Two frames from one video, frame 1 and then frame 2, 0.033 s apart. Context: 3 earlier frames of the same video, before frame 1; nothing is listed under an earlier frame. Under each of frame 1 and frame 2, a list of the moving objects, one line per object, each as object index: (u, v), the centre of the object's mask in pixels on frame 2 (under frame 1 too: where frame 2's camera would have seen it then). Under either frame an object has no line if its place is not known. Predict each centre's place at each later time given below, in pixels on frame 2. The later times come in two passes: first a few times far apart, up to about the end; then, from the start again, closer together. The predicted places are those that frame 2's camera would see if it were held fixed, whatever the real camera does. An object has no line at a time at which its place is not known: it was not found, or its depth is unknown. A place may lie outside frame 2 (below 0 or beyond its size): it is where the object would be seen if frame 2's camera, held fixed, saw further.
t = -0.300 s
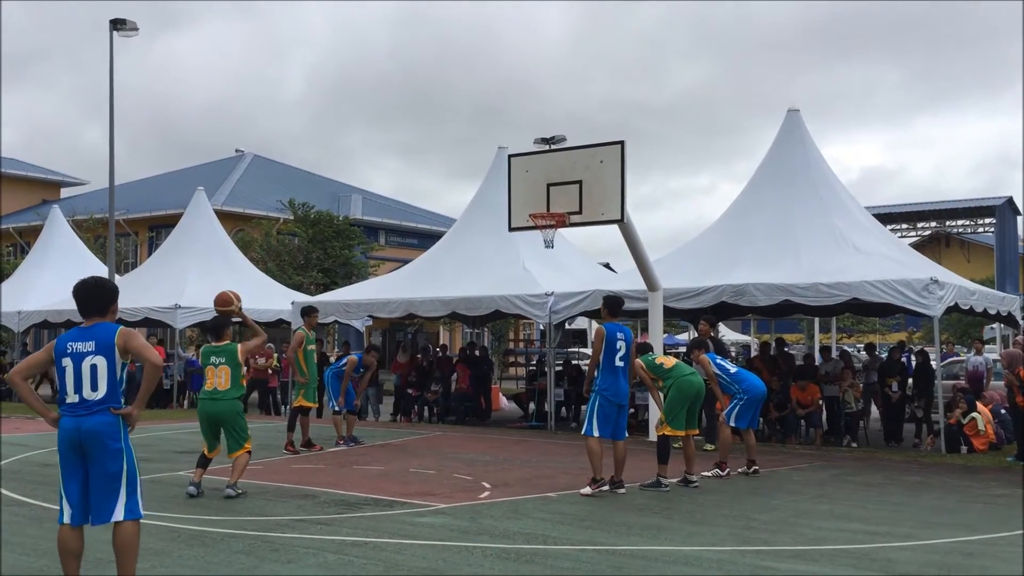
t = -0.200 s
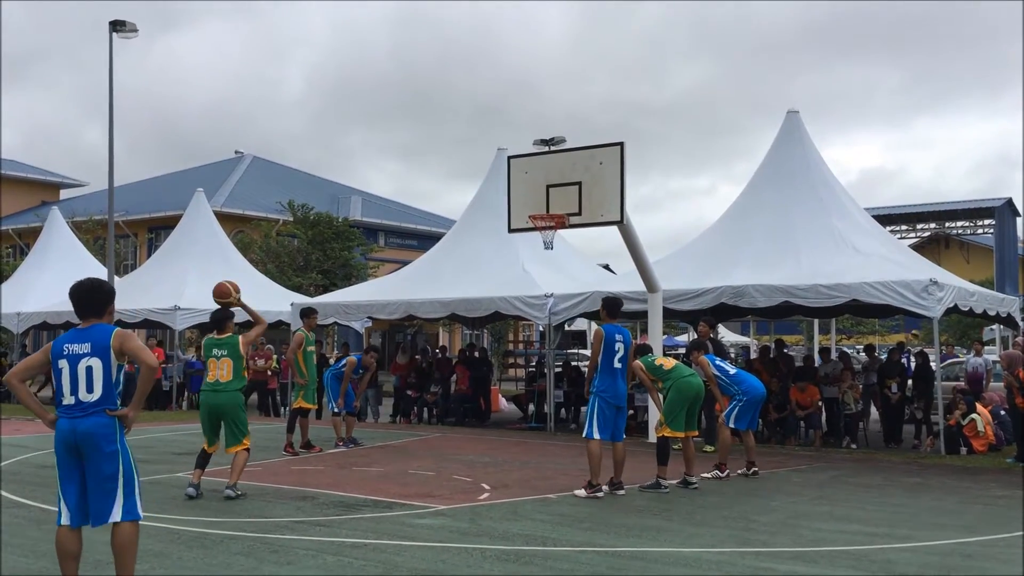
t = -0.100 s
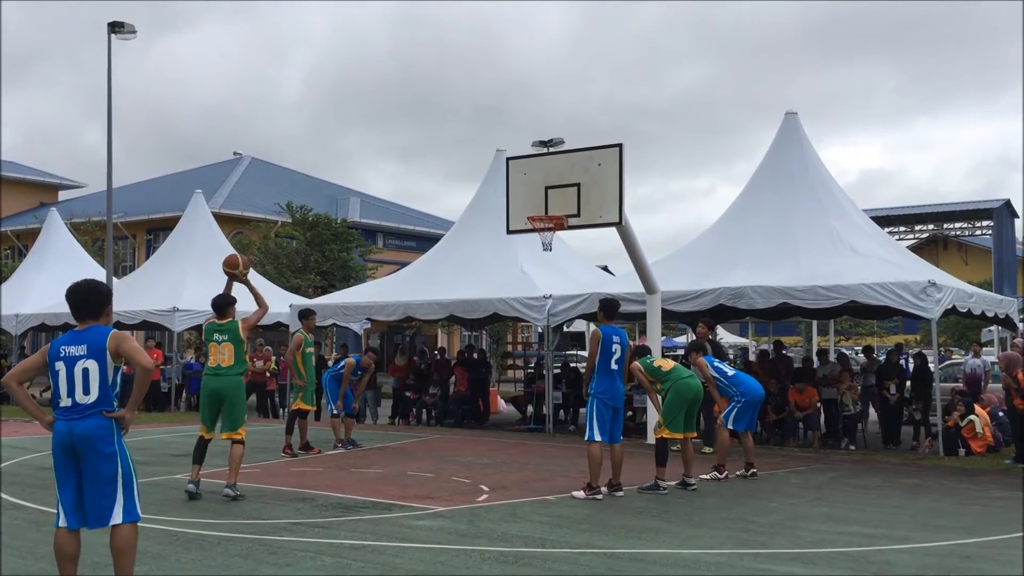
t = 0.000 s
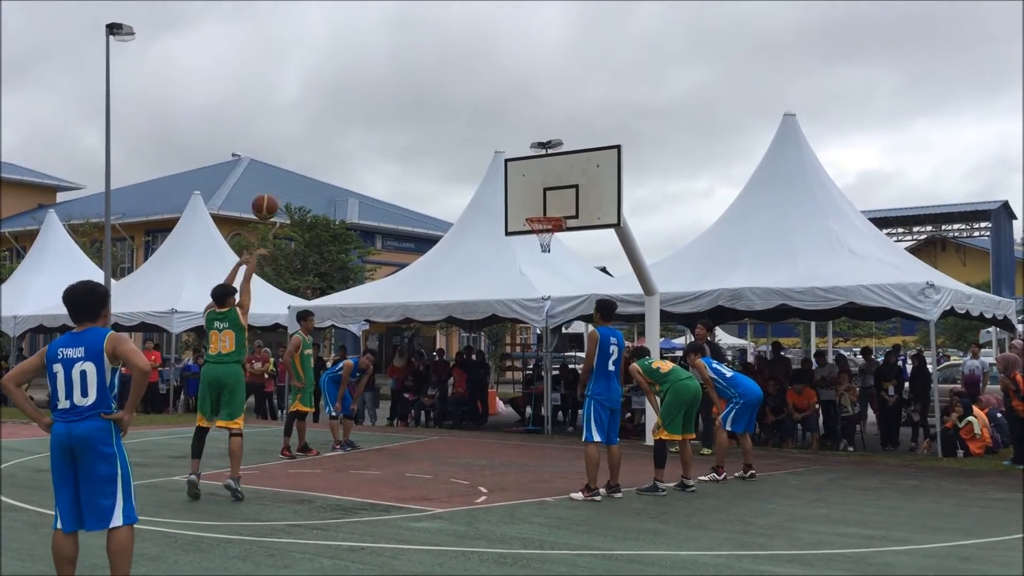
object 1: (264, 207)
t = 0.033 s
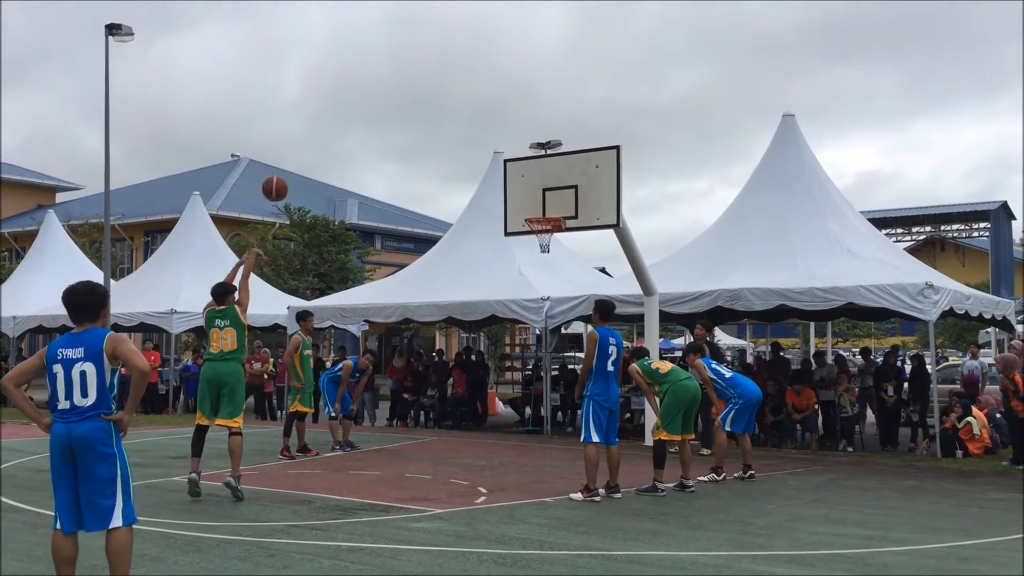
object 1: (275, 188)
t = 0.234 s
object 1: (334, 108)
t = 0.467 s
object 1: (394, 71)
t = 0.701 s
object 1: (445, 84)
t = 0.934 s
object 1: (489, 137)
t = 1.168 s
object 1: (522, 208)
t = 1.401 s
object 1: (508, 185)
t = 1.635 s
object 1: (484, 188)
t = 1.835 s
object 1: (462, 221)
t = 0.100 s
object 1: (296, 156)
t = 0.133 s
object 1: (306, 142)
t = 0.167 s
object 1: (316, 129)
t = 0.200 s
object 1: (325, 118)
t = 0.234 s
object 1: (334, 108)
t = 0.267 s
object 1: (344, 99)
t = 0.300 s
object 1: (352, 92)
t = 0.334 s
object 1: (361, 85)
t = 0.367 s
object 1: (370, 80)
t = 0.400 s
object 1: (378, 76)
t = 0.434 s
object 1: (386, 73)
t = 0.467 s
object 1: (394, 71)
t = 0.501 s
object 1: (402, 70)
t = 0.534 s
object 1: (409, 70)
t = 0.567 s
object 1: (416, 71)
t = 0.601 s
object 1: (424, 73)
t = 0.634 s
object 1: (431, 76)
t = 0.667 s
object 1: (438, 79)
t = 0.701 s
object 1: (445, 84)
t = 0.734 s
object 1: (451, 89)
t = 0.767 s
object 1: (458, 95)
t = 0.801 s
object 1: (464, 102)
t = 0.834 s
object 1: (470, 110)
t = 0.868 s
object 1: (477, 118)
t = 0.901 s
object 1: (483, 128)
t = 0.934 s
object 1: (489, 137)
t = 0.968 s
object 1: (495, 148)
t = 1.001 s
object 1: (500, 159)
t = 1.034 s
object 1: (506, 171)
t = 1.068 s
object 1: (512, 184)
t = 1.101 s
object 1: (517, 197)
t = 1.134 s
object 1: (523, 211)
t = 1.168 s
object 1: (522, 208)
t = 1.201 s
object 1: (520, 202)
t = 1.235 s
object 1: (518, 197)
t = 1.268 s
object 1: (516, 193)
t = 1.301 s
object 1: (514, 189)
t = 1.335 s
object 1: (513, 187)
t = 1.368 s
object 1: (510, 185)
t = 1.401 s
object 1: (508, 185)
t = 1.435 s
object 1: (506, 184)
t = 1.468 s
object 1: (502, 182)
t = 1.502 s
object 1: (499, 182)
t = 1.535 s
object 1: (495, 182)
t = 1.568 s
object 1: (492, 183)
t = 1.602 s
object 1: (488, 185)
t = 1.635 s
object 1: (484, 188)
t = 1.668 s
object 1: (481, 192)
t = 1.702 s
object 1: (477, 196)
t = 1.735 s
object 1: (473, 201)
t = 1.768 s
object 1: (470, 207)
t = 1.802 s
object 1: (466, 214)
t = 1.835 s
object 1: (462, 221)
